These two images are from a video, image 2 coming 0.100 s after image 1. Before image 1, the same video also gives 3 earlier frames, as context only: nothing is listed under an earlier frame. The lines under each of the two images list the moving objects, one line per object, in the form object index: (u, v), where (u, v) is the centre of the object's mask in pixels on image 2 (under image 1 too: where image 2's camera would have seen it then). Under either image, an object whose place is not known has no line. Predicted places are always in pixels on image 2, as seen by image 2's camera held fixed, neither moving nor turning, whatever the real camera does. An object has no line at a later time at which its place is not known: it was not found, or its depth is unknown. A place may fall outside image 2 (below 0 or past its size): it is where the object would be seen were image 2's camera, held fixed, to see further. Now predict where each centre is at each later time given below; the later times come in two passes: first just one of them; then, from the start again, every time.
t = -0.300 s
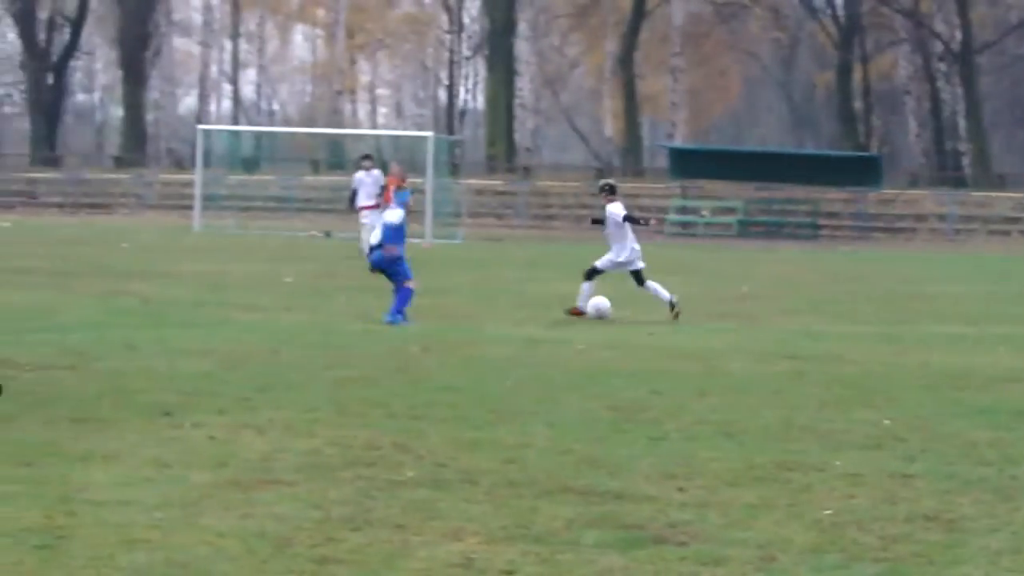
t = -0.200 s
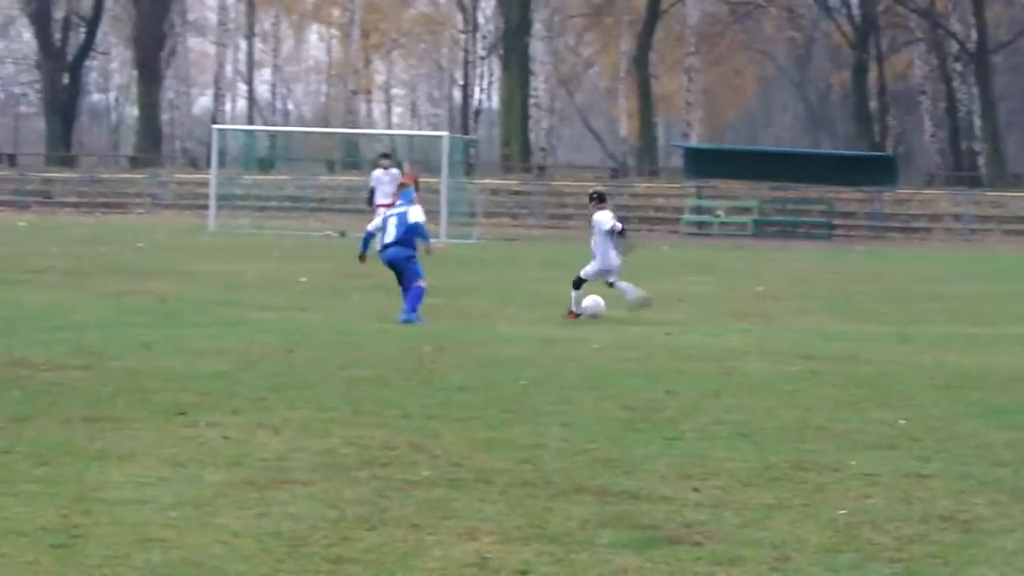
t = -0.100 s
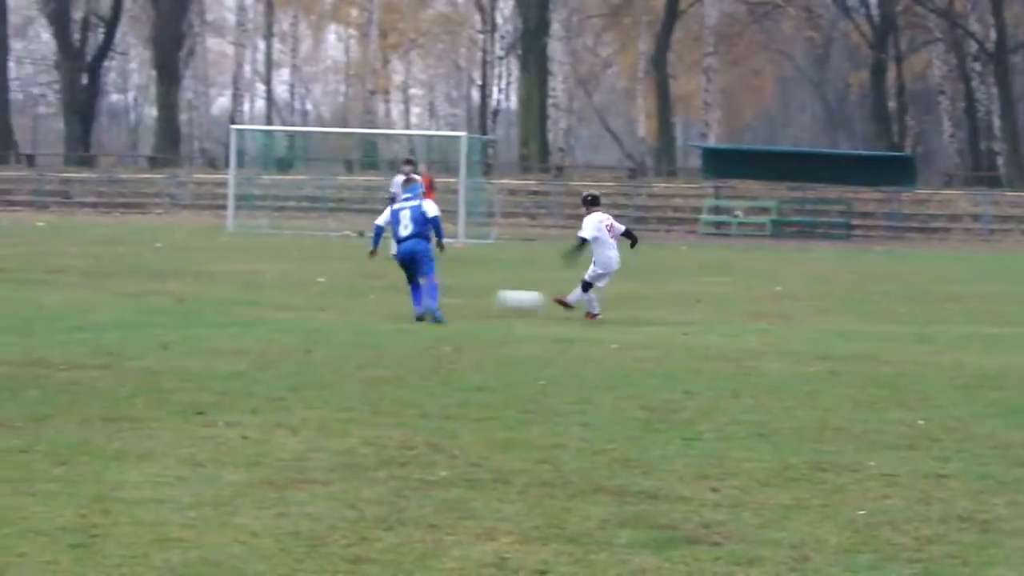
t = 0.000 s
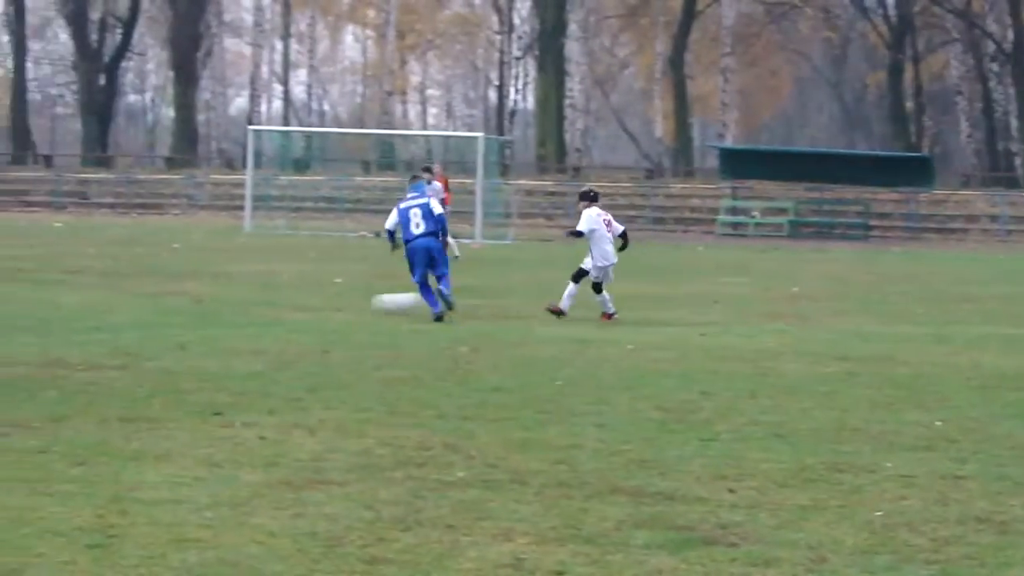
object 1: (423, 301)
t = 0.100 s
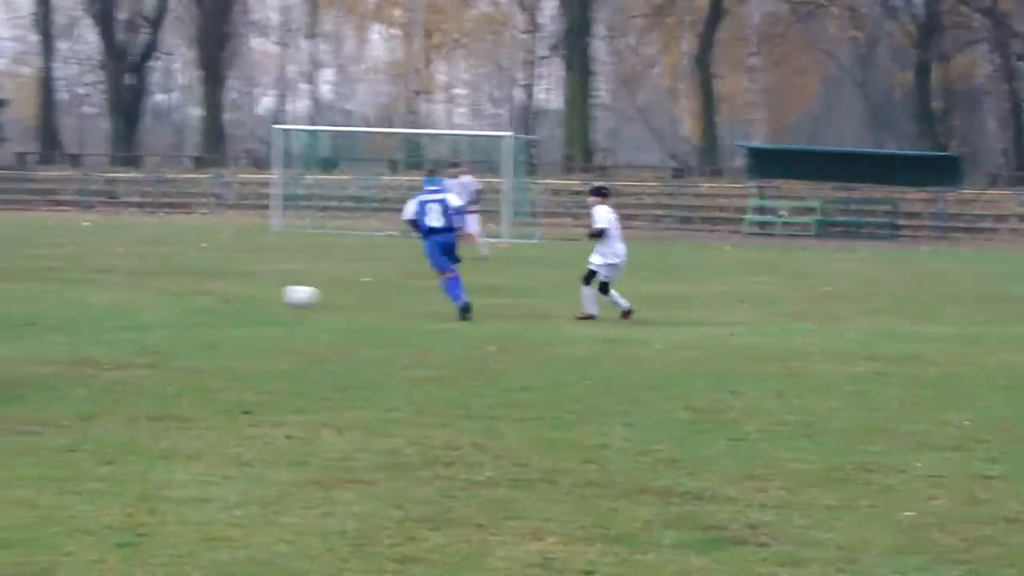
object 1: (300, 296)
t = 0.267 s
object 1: (103, 297)
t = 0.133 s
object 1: (260, 295)
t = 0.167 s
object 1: (220, 294)
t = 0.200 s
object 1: (181, 296)
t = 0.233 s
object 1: (141, 297)
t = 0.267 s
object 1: (103, 297)
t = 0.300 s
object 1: (67, 297)
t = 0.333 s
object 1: (32, 294)
